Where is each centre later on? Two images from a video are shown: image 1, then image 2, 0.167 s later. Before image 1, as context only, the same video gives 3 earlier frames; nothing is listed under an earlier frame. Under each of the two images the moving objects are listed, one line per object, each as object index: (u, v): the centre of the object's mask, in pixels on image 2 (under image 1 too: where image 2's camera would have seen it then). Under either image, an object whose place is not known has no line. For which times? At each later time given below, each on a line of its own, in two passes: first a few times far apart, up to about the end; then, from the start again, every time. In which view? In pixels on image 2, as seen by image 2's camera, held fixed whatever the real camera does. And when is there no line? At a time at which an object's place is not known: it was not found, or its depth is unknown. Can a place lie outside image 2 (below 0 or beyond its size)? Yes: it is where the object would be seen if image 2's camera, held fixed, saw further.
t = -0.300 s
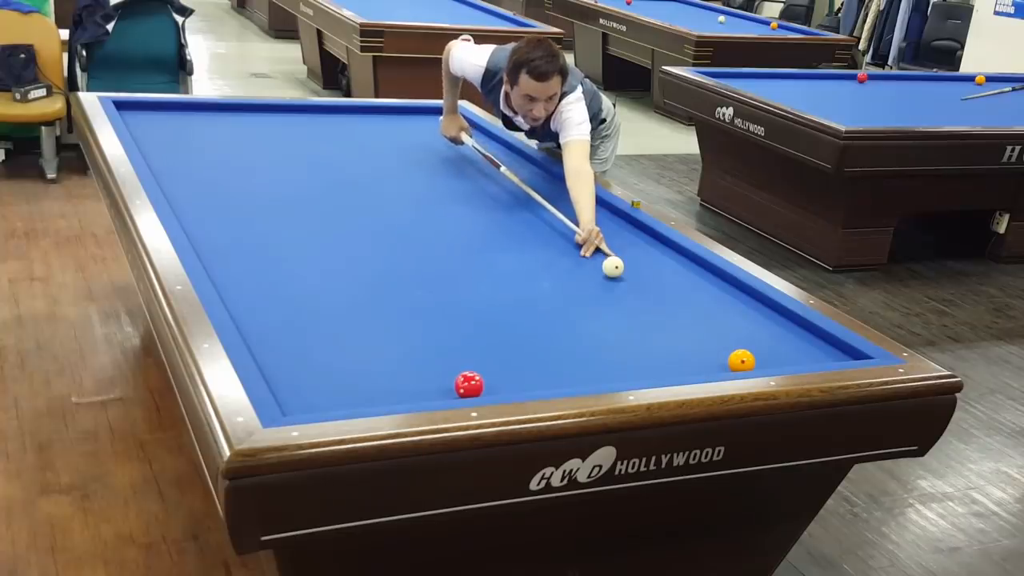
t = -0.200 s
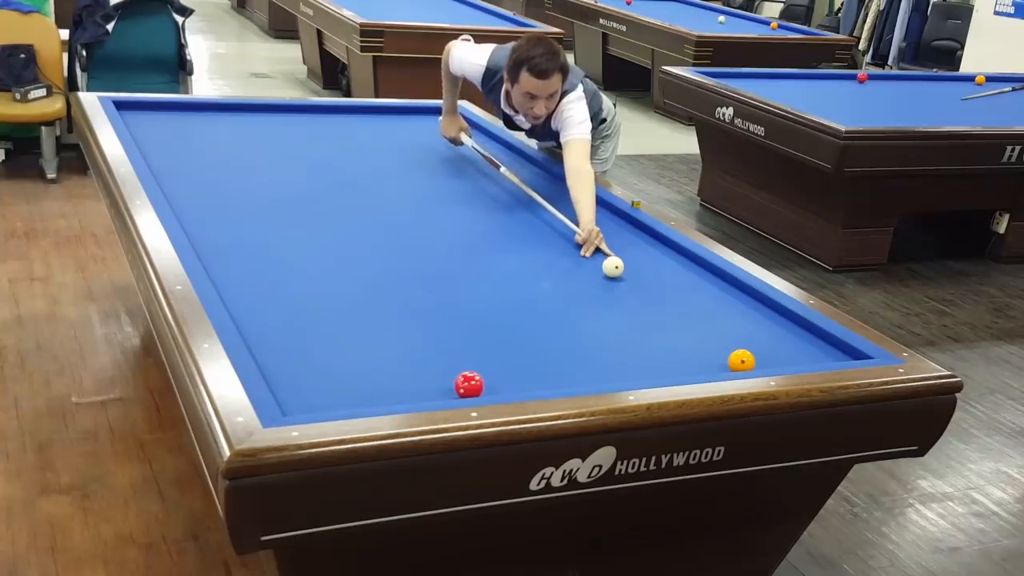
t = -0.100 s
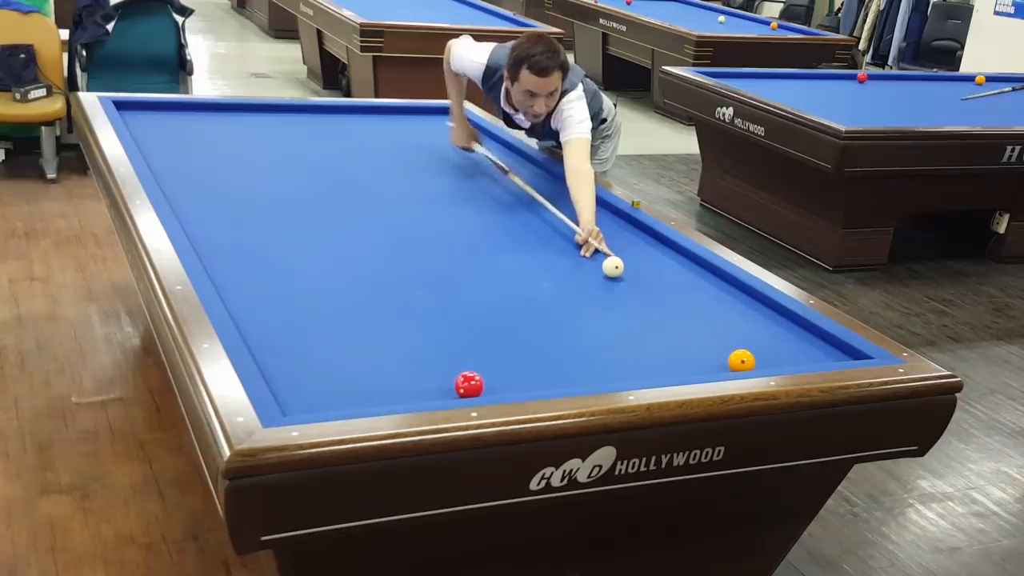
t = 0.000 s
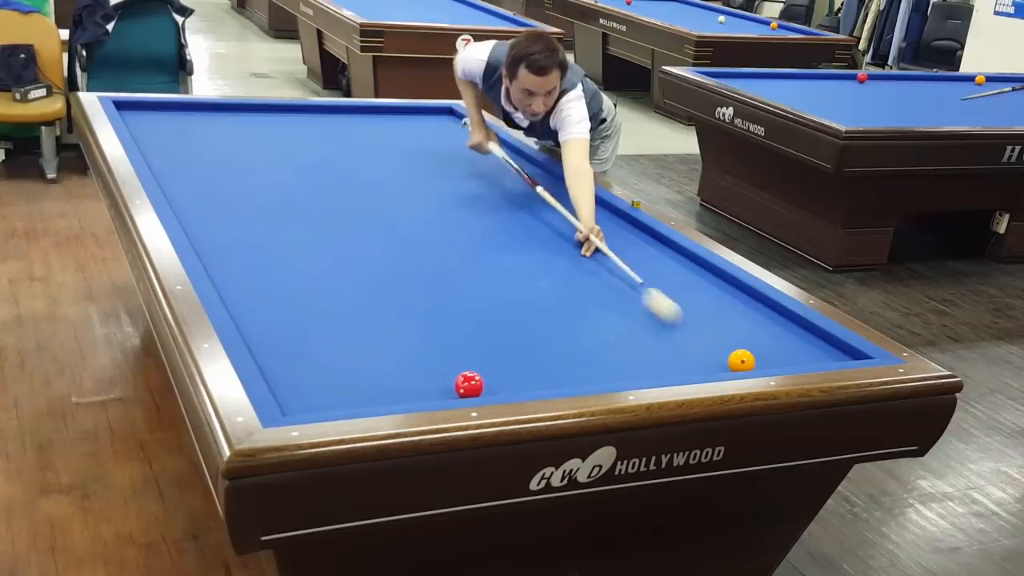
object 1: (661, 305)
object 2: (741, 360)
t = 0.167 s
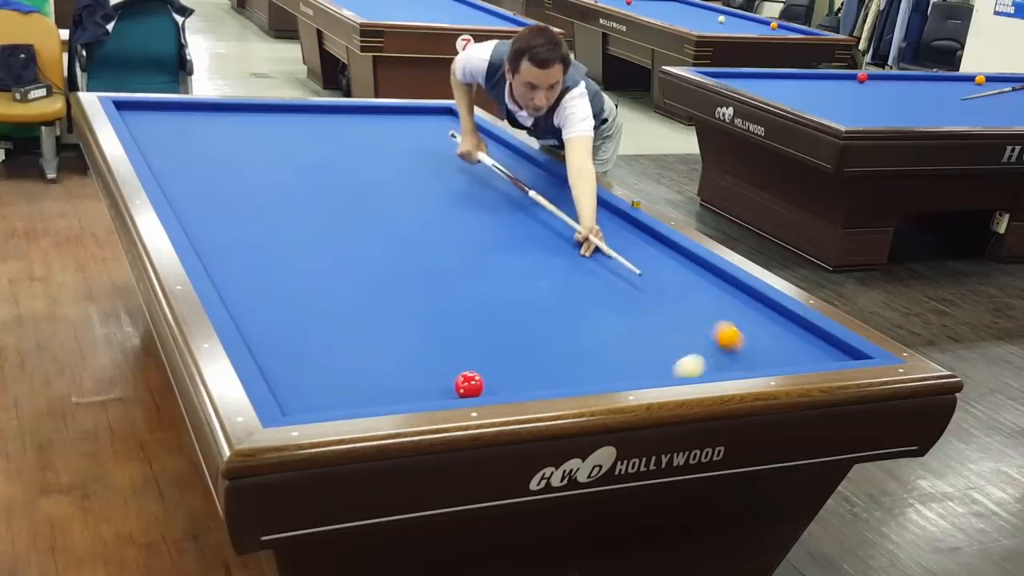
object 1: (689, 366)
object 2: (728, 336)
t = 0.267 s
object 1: (641, 366)
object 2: (696, 302)
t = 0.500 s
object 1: (541, 358)
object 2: (642, 246)
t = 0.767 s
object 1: (455, 365)
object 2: (599, 202)
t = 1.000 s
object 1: (379, 376)
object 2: (540, 176)
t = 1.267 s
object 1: (287, 388)
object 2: (485, 145)
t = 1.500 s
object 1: (341, 397)
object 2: (443, 124)
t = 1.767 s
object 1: (396, 393)
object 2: (413, 113)
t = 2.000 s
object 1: (435, 381)
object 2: (410, 126)
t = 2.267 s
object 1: (464, 364)
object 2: (405, 140)
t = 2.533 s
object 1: (488, 349)
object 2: (399, 156)
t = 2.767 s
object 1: (508, 336)
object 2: (393, 171)
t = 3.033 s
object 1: (527, 323)
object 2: (386, 190)
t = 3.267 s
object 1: (544, 313)
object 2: (380, 208)
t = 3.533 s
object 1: (561, 302)
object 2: (371, 230)
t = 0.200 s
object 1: (675, 369)
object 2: (717, 324)
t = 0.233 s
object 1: (658, 367)
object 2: (706, 313)
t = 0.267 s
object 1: (641, 366)
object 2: (696, 302)
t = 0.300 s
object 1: (625, 364)
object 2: (687, 293)
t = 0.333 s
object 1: (609, 362)
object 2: (678, 283)
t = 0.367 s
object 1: (594, 360)
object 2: (670, 275)
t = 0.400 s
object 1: (580, 359)
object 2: (663, 267)
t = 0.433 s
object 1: (566, 358)
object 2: (655, 260)
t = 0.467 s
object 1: (554, 358)
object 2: (649, 253)
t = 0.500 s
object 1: (541, 358)
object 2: (642, 246)
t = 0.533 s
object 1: (530, 358)
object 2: (637, 240)
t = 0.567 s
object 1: (519, 359)
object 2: (631, 234)
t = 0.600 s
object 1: (508, 360)
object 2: (625, 228)
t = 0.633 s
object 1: (498, 361)
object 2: (619, 222)
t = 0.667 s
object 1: (488, 362)
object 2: (614, 217)
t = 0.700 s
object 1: (478, 362)
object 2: (609, 212)
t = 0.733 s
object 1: (466, 363)
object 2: (604, 207)
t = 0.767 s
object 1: (455, 365)
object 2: (599, 202)
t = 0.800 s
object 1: (445, 367)
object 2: (595, 198)
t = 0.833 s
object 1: (434, 369)
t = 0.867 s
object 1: (424, 370)
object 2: (570, 185)
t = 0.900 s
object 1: (413, 372)
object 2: (566, 182)
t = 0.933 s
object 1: (402, 373)
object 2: (560, 177)
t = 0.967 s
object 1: (391, 374)
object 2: (549, 179)
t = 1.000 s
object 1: (379, 376)
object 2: (540, 176)
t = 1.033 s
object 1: (368, 377)
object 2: (533, 172)
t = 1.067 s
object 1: (357, 379)
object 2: (526, 167)
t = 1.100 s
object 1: (345, 380)
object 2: (519, 163)
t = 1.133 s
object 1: (333, 382)
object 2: (512, 159)
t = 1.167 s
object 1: (322, 384)
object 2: (505, 155)
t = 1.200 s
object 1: (310, 385)
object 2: (499, 152)
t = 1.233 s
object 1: (299, 386)
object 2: (492, 148)
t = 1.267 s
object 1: (287, 388)
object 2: (485, 145)
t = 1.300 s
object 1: (289, 389)
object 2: (479, 142)
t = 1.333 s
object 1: (300, 391)
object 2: (473, 139)
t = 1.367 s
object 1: (310, 393)
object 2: (467, 136)
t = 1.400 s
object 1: (318, 394)
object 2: (461, 133)
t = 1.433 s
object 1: (326, 396)
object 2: (455, 130)
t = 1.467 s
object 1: (333, 397)
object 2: (449, 126)
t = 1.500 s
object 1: (341, 397)
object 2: (443, 124)
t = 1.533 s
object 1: (349, 399)
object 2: (438, 121)
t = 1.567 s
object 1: (357, 399)
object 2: (432, 118)
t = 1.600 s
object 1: (364, 400)
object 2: (427, 115)
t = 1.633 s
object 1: (372, 399)
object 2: (422, 113)
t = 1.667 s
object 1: (378, 397)
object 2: (417, 110)
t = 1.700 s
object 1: (384, 395)
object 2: (413, 109)
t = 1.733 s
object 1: (390, 394)
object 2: (412, 110)
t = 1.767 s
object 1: (396, 393)
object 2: (413, 113)
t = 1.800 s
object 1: (402, 391)
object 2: (412, 115)
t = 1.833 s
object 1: (408, 389)
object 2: (412, 117)
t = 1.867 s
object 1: (413, 388)
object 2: (412, 119)
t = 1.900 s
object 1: (419, 386)
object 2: (412, 121)
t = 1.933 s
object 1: (425, 385)
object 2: (411, 123)
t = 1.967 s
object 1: (430, 383)
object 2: (411, 124)
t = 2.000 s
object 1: (435, 381)
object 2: (410, 126)
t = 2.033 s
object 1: (440, 379)
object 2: (409, 128)
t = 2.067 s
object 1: (444, 376)
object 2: (409, 130)
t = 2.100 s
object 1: (447, 374)
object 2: (408, 131)
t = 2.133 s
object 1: (450, 372)
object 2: (407, 133)
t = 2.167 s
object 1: (454, 370)
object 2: (407, 135)
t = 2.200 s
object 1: (457, 368)
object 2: (406, 137)
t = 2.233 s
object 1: (461, 366)
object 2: (405, 138)
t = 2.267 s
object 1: (464, 364)
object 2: (405, 140)
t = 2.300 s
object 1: (467, 362)
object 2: (404, 142)
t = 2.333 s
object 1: (471, 360)
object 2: (403, 144)
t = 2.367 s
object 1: (474, 358)
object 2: (403, 146)
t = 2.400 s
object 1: (477, 356)
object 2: (402, 148)
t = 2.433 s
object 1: (480, 354)
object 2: (401, 150)
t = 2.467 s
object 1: (483, 352)
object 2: (400, 151)
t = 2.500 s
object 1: (486, 351)
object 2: (399, 154)
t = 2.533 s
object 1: (488, 349)
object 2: (399, 156)
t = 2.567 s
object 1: (491, 347)
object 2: (398, 158)
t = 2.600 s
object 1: (494, 345)
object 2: (397, 160)
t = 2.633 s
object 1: (497, 343)
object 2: (397, 162)
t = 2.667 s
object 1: (500, 342)
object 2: (396, 164)
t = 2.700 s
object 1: (502, 340)
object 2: (395, 166)
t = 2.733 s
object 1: (505, 338)
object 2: (394, 168)
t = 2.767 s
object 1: (508, 336)
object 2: (393, 171)
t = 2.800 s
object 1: (510, 335)
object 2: (393, 173)
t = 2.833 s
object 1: (513, 333)
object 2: (392, 175)
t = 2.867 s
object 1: (515, 331)
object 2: (391, 178)
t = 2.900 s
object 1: (518, 330)
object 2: (390, 180)
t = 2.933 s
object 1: (520, 328)
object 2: (389, 182)
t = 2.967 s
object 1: (523, 326)
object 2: (388, 185)
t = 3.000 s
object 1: (525, 325)
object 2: (387, 187)
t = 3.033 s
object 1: (527, 323)
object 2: (386, 190)
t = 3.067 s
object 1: (530, 322)
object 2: (385, 192)
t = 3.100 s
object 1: (532, 320)
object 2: (385, 195)
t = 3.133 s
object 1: (534, 319)
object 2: (384, 197)
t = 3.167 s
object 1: (537, 317)
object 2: (383, 200)
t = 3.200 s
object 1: (539, 316)
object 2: (382, 202)
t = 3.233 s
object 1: (541, 315)
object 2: (381, 205)
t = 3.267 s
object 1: (544, 313)
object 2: (380, 208)
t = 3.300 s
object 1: (546, 311)
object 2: (379, 210)
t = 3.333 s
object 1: (548, 310)
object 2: (378, 213)
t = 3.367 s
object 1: (550, 309)
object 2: (377, 216)
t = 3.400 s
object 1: (552, 307)
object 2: (376, 218)
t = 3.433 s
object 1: (555, 306)
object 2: (375, 222)
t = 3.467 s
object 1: (557, 305)
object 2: (374, 224)
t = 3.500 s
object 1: (559, 303)
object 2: (372, 227)
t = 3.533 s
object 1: (561, 302)
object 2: (371, 230)
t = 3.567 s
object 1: (563, 301)
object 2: (370, 233)
